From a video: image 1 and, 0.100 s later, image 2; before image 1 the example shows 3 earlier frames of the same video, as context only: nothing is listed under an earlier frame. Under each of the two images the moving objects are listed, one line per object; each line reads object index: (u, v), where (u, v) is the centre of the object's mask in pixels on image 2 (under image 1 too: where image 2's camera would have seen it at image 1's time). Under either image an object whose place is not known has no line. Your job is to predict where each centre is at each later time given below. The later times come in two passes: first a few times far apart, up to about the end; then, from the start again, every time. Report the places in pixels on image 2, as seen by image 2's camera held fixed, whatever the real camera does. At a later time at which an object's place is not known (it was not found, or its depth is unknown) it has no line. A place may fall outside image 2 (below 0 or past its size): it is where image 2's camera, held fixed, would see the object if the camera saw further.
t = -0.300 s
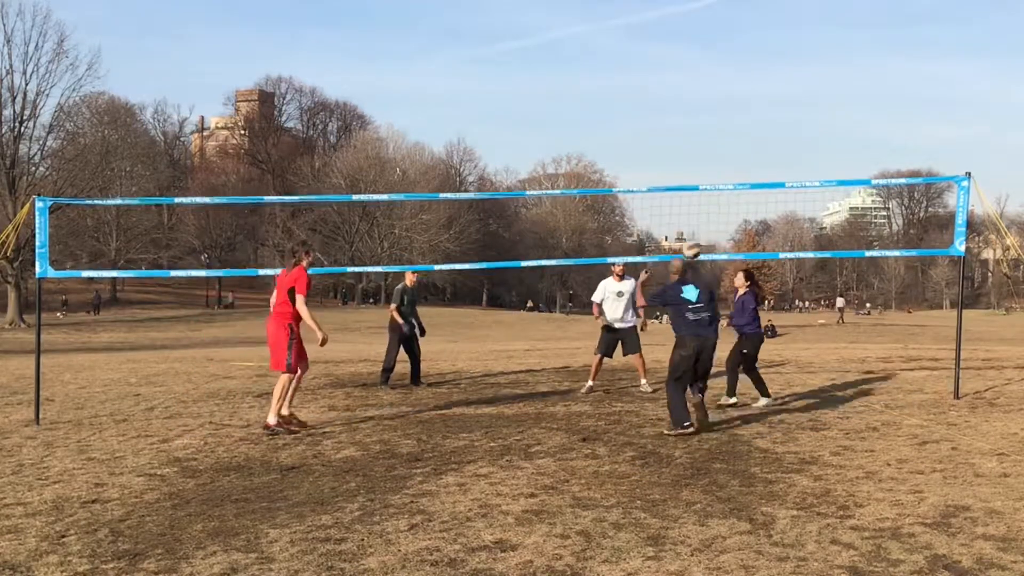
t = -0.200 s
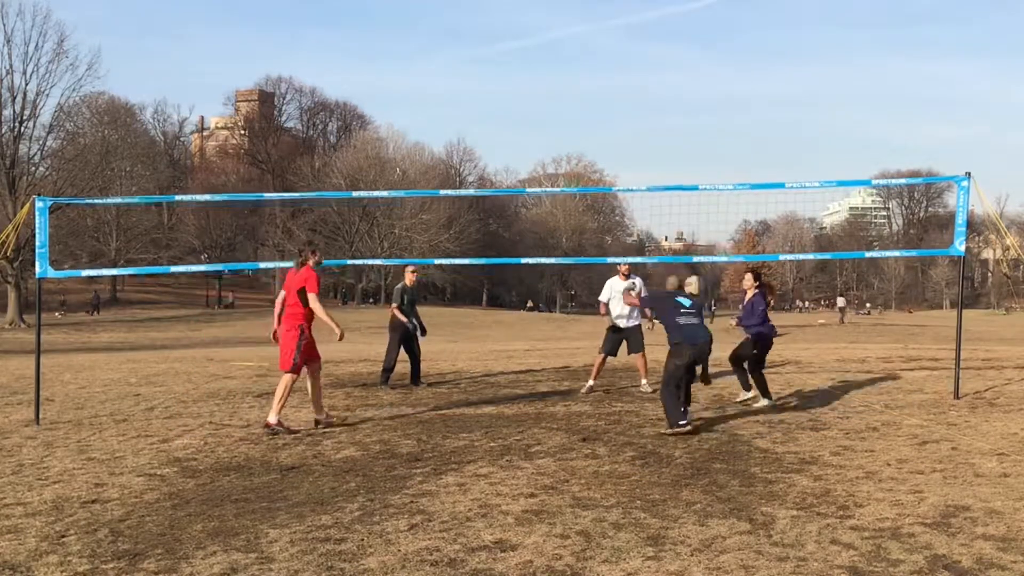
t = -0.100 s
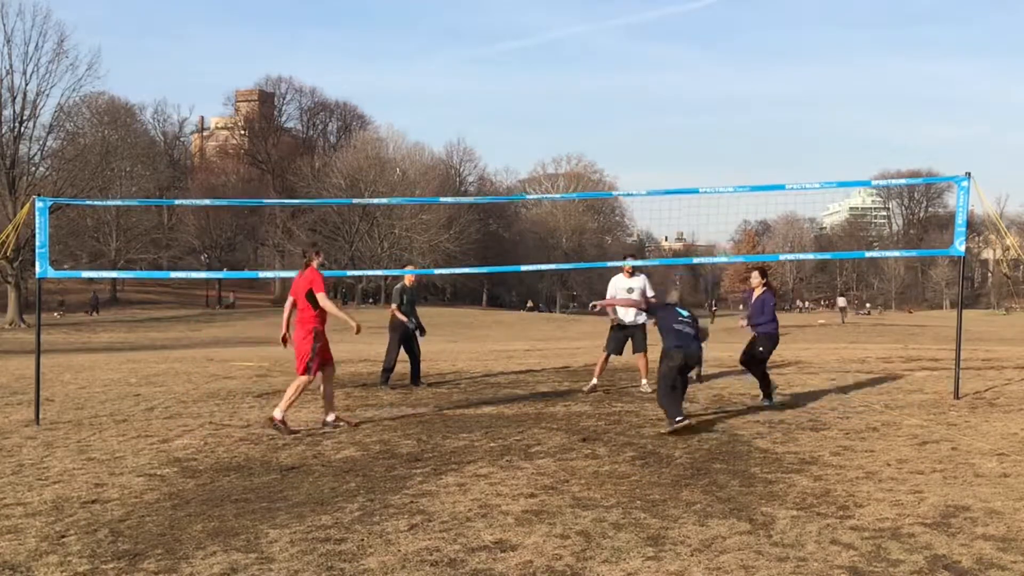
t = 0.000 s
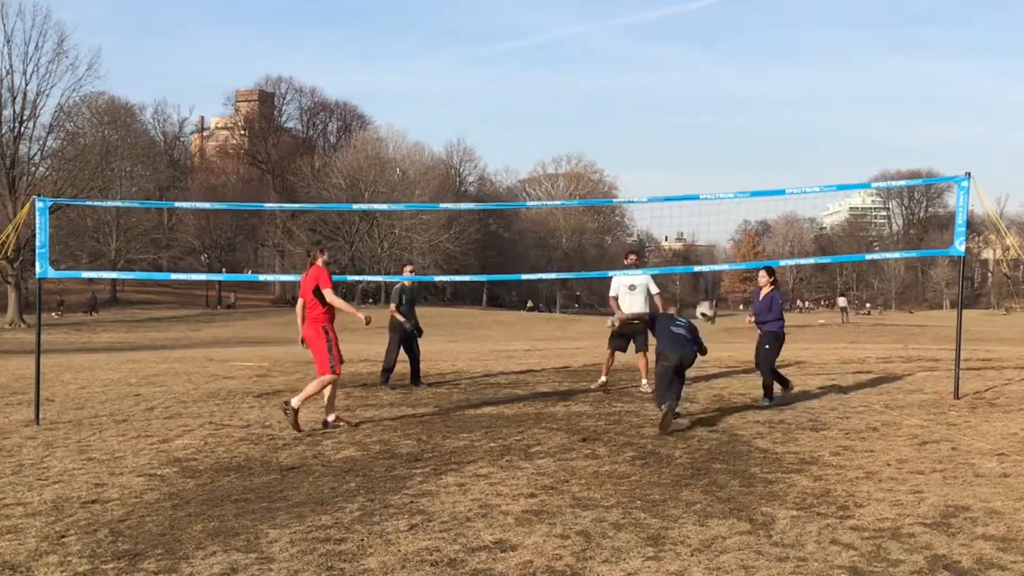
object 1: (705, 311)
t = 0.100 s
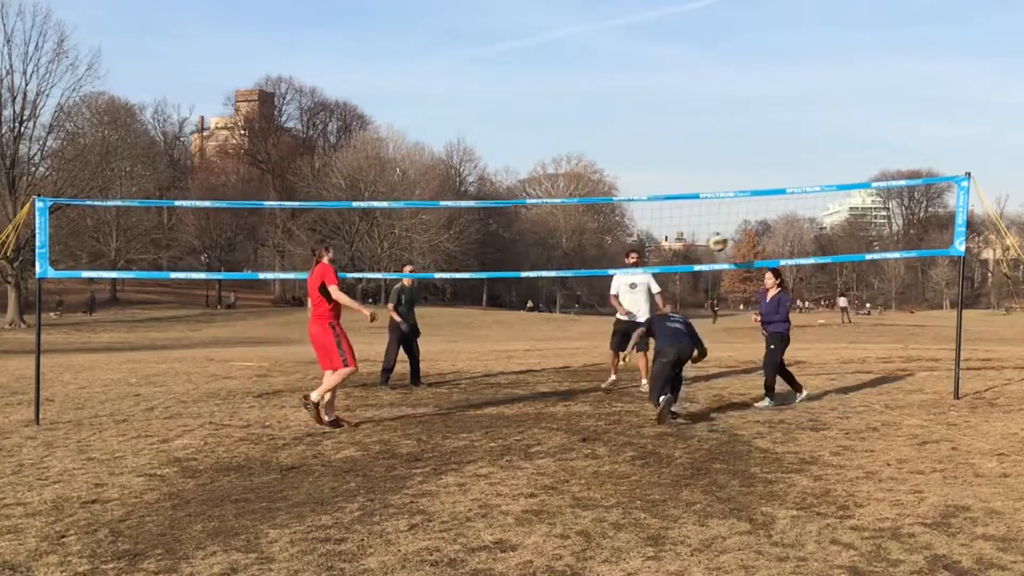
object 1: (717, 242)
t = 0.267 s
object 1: (735, 153)
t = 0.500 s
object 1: (760, 76)
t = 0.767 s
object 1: (787, 47)
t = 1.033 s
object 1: (811, 73)
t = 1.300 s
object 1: (833, 148)
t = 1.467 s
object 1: (844, 216)
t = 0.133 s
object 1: (721, 222)
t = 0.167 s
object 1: (724, 203)
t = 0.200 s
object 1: (728, 185)
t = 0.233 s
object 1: (732, 168)
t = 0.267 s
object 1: (735, 153)
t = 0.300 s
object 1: (739, 138)
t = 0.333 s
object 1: (743, 127)
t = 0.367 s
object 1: (746, 113)
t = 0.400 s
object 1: (750, 103)
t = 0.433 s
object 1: (753, 92)
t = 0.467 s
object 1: (757, 84)
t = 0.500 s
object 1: (760, 76)
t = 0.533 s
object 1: (763, 68)
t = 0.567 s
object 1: (767, 63)
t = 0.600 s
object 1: (770, 58)
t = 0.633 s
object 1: (774, 54)
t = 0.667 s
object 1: (777, 50)
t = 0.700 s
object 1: (780, 49)
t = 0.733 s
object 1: (783, 47)
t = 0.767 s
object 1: (787, 47)
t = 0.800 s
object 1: (790, 47)
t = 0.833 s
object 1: (793, 48)
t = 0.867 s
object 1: (796, 51)
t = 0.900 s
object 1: (800, 55)
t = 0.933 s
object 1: (802, 58)
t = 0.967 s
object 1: (806, 62)
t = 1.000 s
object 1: (808, 67)
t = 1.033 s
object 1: (811, 73)
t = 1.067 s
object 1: (814, 80)
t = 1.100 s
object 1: (817, 88)
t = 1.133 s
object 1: (820, 96)
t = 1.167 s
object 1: (823, 105)
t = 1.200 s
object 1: (826, 116)
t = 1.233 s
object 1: (828, 124)
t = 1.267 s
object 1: (830, 136)
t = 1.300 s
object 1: (833, 148)
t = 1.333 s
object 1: (836, 160)
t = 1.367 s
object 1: (838, 173)
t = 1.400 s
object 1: (841, 187)
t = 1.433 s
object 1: (842, 201)
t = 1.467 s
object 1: (844, 216)
